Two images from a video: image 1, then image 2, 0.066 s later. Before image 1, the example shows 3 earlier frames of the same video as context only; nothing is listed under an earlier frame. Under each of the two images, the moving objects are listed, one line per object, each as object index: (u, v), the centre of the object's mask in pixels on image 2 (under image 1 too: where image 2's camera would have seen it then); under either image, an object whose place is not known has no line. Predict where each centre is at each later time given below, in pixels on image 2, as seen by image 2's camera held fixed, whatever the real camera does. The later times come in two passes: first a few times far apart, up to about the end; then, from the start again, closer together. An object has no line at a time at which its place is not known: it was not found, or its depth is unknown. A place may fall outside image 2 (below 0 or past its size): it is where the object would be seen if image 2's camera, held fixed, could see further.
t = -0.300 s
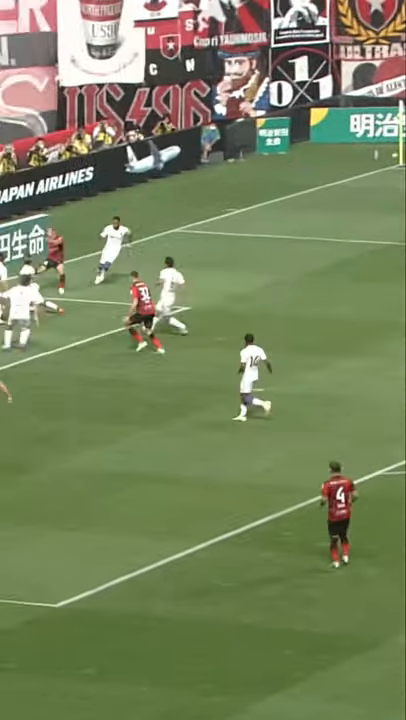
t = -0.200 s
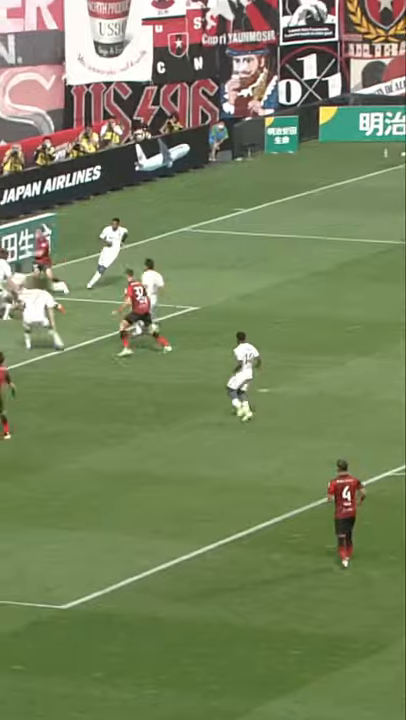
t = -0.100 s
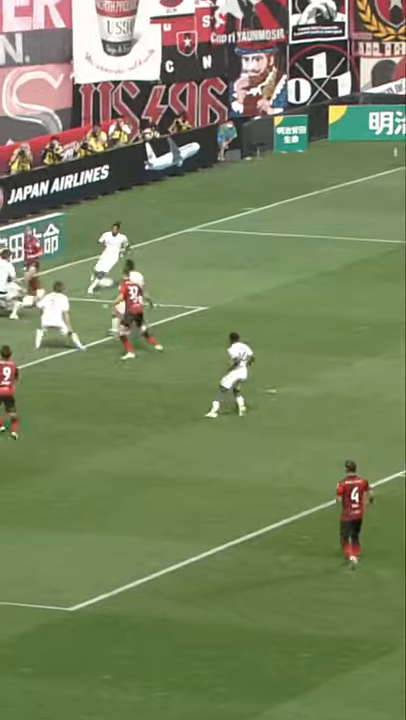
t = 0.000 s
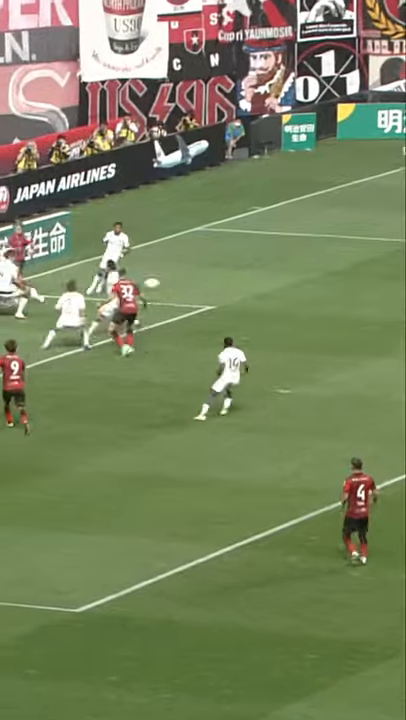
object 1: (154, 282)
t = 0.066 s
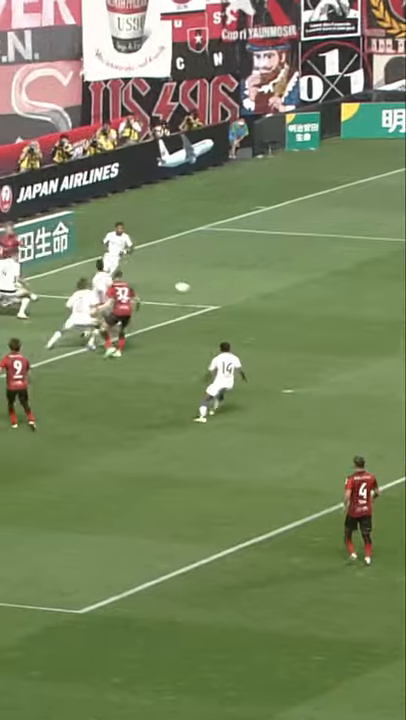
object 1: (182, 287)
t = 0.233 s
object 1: (248, 306)
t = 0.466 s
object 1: (328, 313)
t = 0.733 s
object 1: (404, 329)
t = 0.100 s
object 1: (195, 290)
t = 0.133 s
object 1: (208, 294)
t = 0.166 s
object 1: (222, 297)
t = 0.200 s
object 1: (235, 302)
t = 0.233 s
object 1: (248, 306)
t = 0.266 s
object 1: (262, 313)
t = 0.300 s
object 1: (272, 314)
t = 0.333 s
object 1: (283, 313)
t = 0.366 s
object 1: (294, 312)
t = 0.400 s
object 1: (306, 312)
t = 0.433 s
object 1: (317, 312)
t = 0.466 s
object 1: (328, 313)
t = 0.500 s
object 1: (338, 315)
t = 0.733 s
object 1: (404, 329)
